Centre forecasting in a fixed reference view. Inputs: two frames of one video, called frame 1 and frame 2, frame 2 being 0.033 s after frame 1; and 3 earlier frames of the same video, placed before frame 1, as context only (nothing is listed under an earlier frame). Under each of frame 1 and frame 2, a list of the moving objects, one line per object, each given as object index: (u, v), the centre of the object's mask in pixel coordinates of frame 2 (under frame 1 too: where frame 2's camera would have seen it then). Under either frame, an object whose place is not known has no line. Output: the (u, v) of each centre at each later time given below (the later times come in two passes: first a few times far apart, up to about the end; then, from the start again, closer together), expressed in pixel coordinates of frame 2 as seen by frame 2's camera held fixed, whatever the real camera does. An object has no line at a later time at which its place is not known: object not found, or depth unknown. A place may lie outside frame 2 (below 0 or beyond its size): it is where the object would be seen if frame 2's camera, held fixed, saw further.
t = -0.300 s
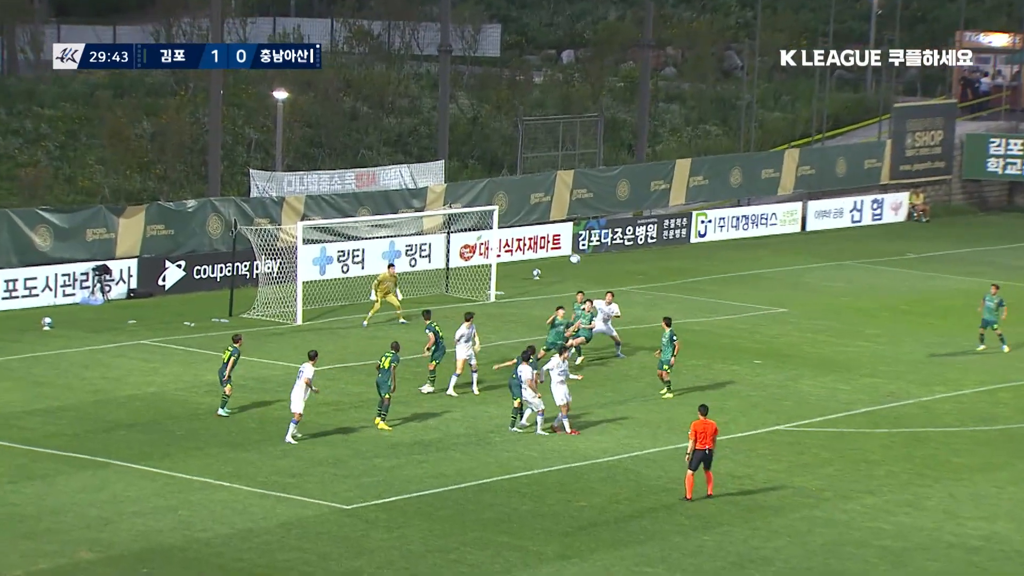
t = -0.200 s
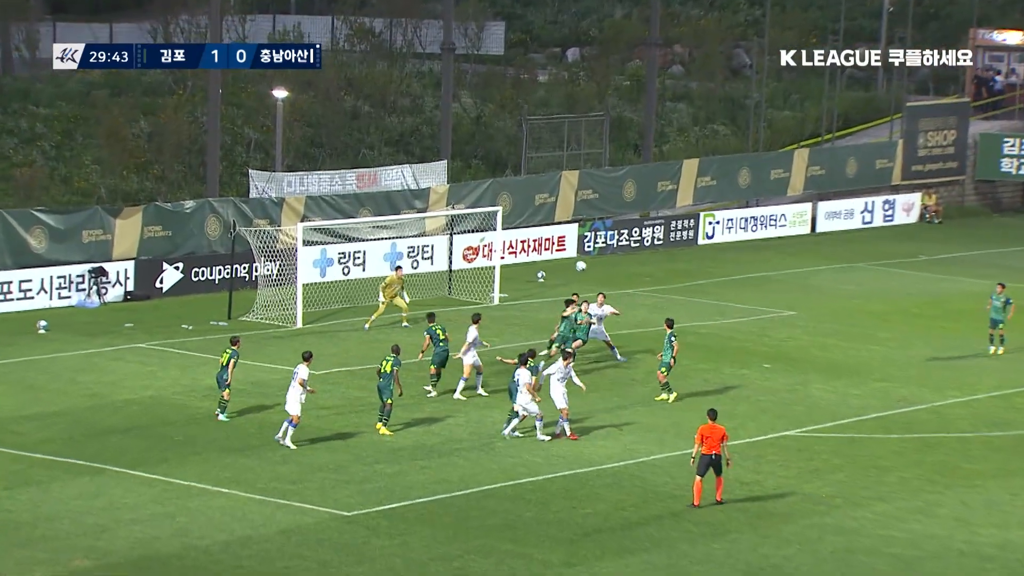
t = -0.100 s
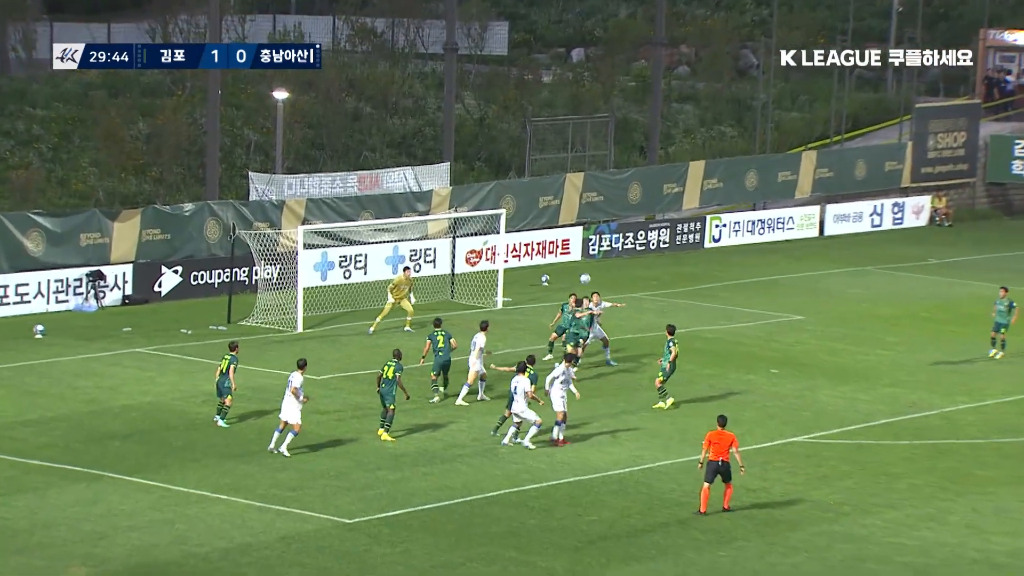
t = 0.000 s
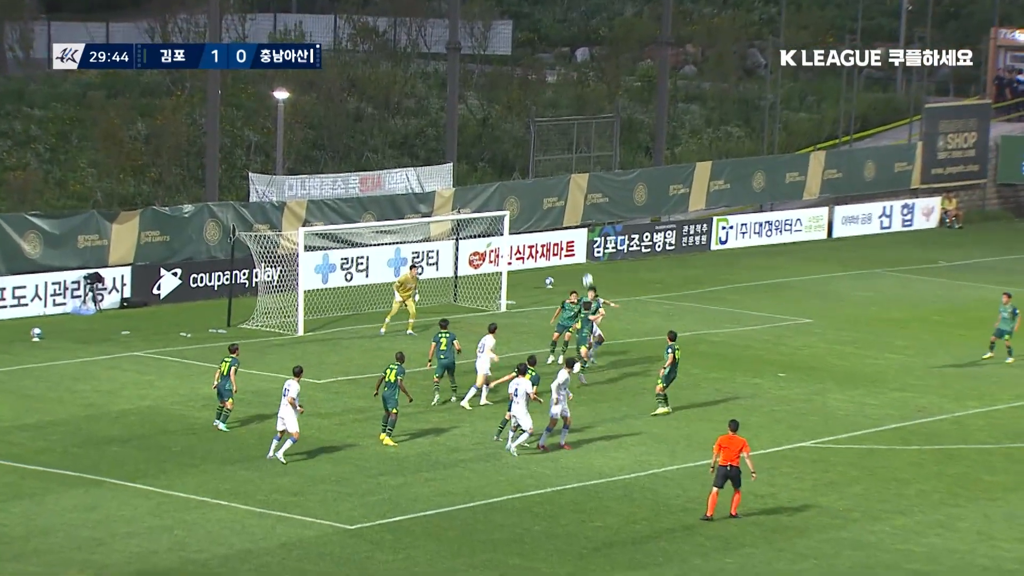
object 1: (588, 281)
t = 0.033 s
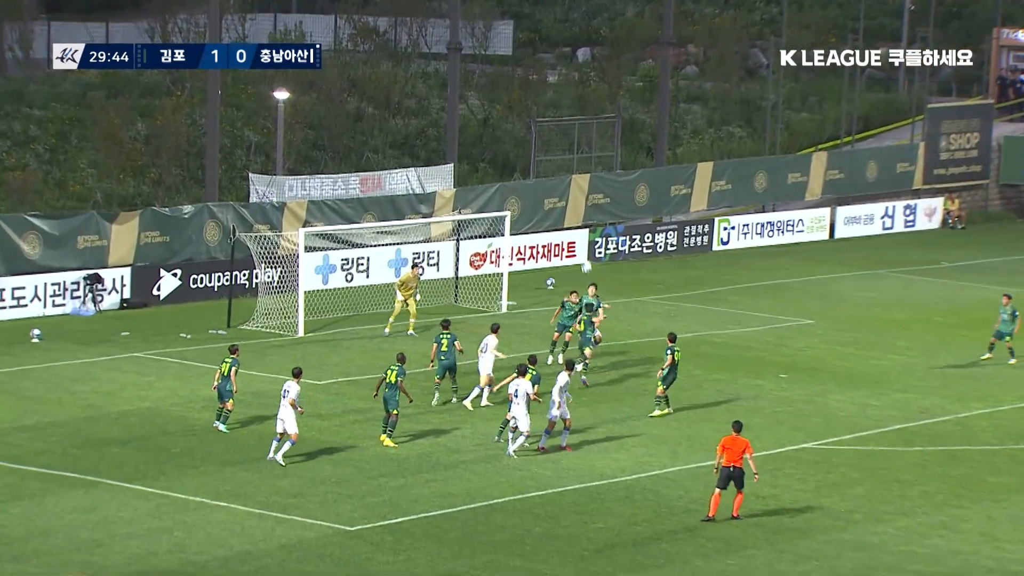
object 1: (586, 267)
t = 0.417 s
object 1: (558, 145)
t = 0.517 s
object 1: (550, 124)
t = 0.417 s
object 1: (558, 145)
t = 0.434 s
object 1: (556, 142)
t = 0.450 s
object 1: (555, 138)
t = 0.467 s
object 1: (554, 134)
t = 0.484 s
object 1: (552, 131)
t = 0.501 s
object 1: (551, 127)
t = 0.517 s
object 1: (550, 124)
